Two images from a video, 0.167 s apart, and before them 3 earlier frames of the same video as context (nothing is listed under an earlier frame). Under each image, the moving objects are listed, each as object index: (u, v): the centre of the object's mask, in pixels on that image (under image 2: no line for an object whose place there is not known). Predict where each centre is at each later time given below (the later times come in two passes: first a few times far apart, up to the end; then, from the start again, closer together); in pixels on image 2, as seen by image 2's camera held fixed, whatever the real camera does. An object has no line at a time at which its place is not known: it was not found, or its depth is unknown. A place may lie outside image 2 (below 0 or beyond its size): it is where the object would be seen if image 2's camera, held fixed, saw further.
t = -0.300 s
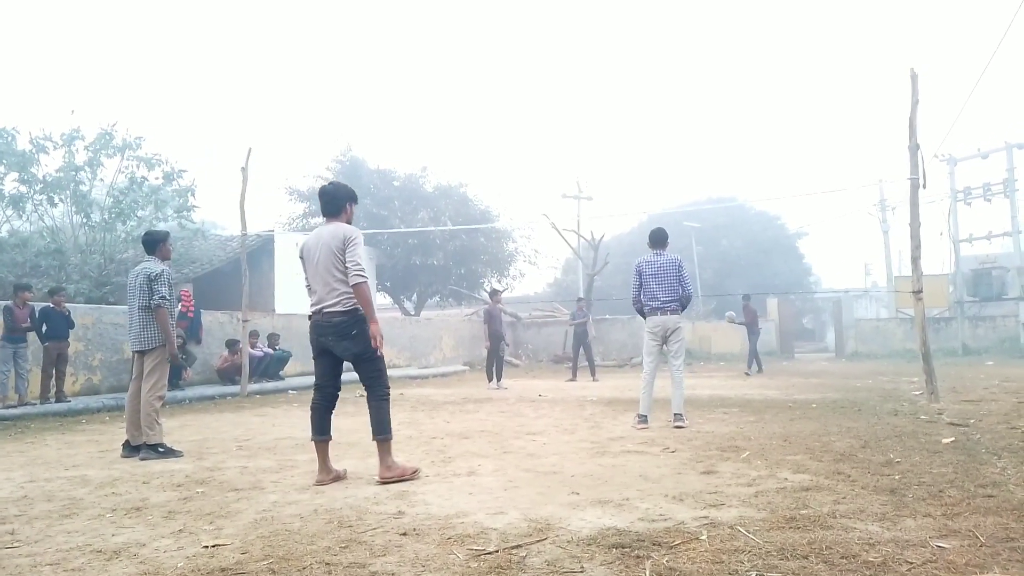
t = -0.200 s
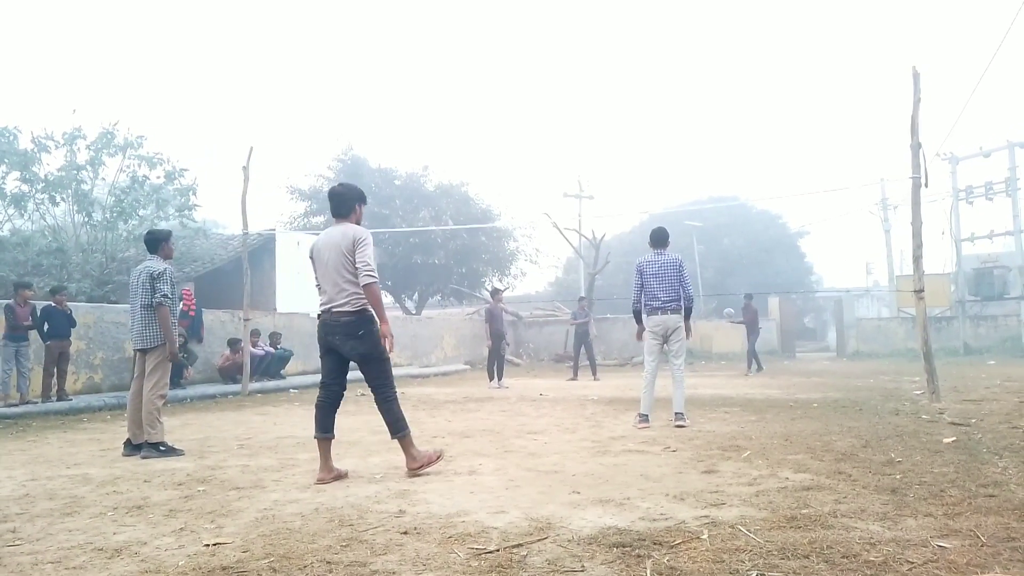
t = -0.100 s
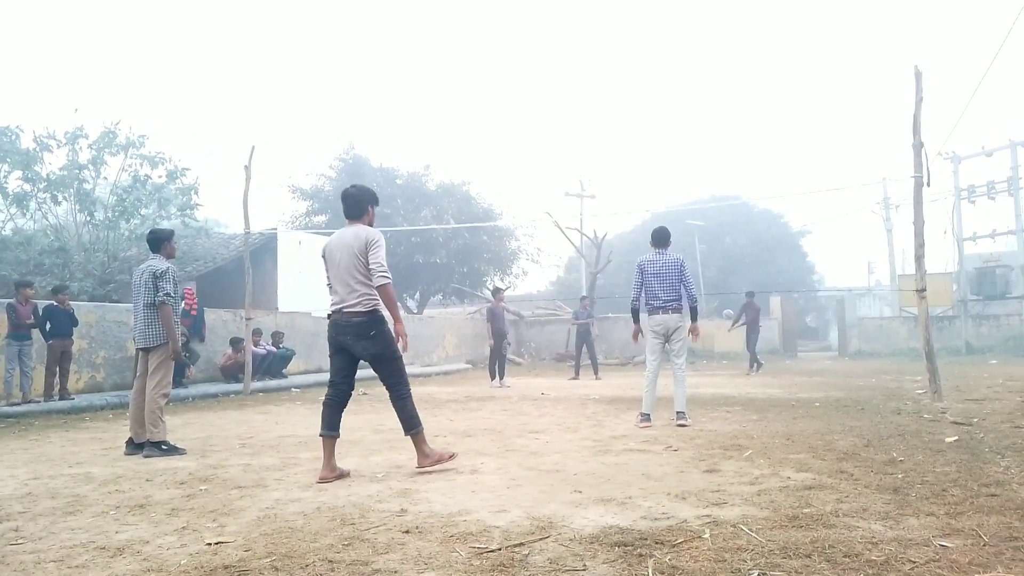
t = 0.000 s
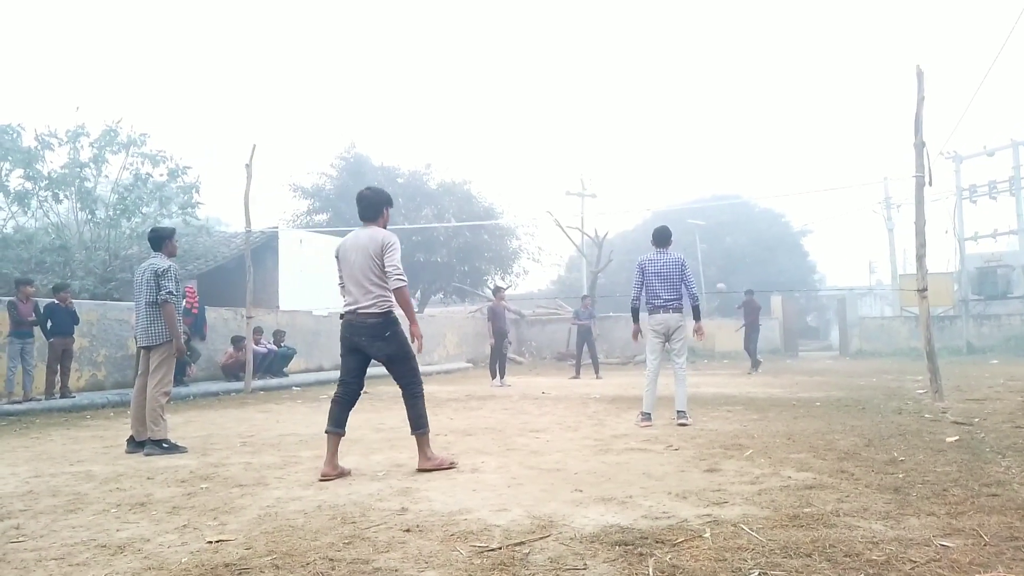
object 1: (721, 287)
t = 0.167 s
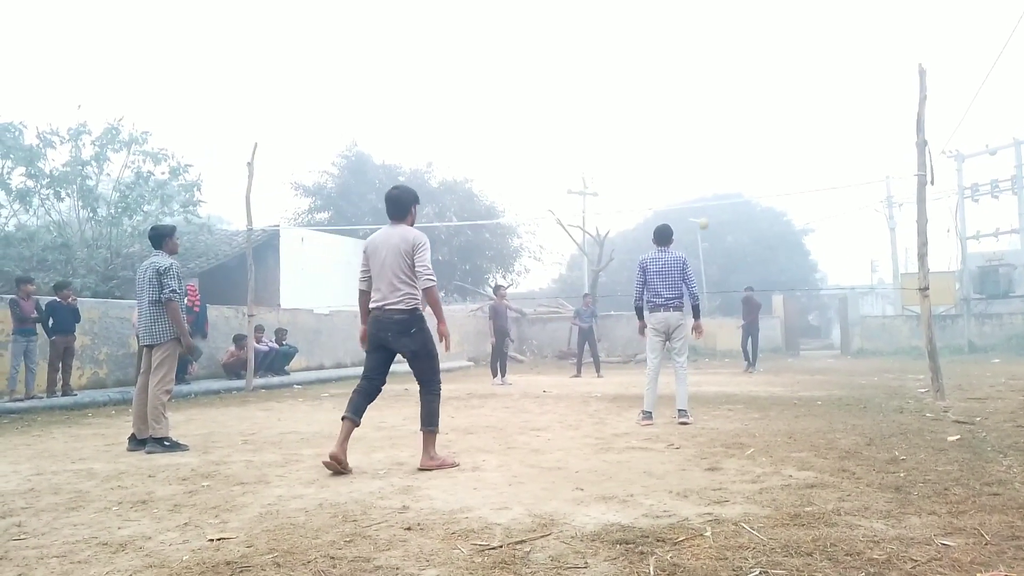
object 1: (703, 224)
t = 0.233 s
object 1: (696, 200)
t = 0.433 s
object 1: (670, 136)
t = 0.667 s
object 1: (636, 78)
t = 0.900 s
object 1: (594, 51)
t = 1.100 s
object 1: (549, 62)
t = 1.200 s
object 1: (523, 85)
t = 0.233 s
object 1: (696, 200)
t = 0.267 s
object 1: (691, 188)
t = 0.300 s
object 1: (687, 177)
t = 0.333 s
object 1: (683, 166)
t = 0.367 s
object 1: (679, 155)
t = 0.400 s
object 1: (674, 145)
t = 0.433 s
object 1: (670, 136)
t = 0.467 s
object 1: (665, 126)
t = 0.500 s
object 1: (661, 117)
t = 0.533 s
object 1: (656, 109)
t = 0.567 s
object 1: (651, 101)
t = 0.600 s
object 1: (647, 92)
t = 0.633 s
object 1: (641, 85)
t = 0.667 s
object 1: (636, 78)
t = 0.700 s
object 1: (631, 72)
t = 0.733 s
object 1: (625, 67)
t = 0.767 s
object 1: (619, 62)
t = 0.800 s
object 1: (613, 58)
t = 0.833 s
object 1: (607, 55)
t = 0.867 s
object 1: (601, 53)
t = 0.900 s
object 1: (594, 51)
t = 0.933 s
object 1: (587, 50)
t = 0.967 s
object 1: (580, 51)
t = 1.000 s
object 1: (573, 51)
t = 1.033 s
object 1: (565, 54)
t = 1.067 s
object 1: (557, 58)
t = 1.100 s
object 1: (549, 62)
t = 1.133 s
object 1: (541, 68)
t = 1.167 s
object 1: (532, 76)
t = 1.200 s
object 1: (523, 85)
